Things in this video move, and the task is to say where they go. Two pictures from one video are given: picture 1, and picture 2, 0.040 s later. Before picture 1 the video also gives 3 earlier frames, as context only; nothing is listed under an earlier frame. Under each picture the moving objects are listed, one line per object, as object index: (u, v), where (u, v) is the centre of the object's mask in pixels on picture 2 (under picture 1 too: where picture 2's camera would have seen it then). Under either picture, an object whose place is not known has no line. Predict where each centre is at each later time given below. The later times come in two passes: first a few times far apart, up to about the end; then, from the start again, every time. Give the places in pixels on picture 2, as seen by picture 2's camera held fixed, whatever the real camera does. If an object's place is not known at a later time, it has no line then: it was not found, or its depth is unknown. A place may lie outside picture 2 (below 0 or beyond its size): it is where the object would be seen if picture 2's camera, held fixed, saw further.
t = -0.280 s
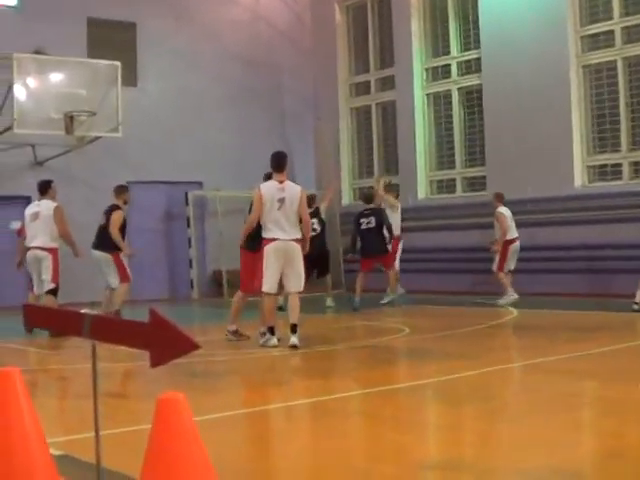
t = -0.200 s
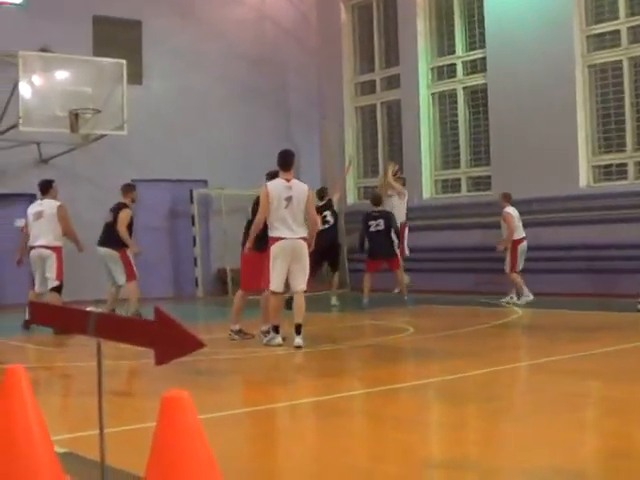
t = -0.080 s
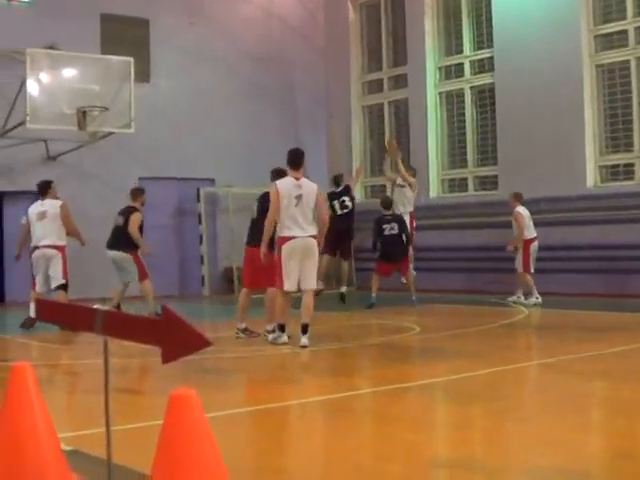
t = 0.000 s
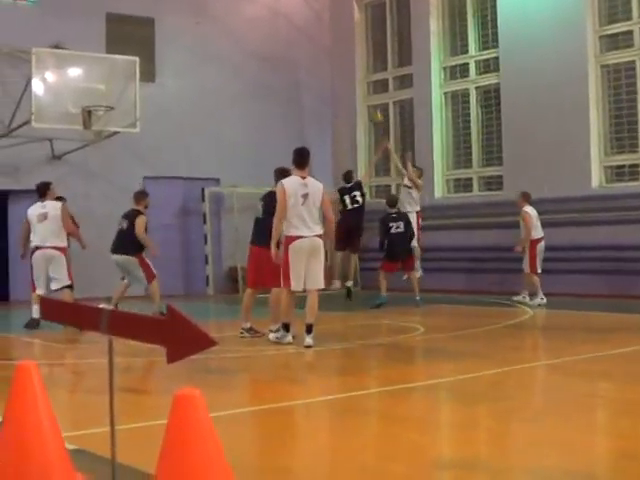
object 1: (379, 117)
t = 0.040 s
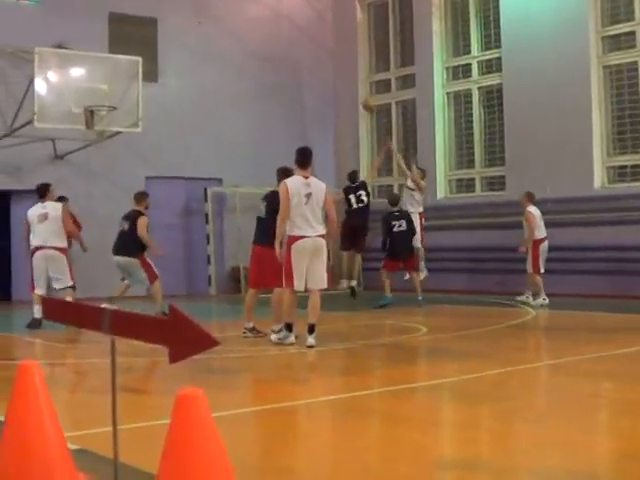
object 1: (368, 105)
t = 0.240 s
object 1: (319, 50)
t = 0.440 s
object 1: (271, 18)
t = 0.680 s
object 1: (211, 9)
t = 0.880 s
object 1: (159, 29)
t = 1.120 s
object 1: (92, 87)
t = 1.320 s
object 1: (55, 71)
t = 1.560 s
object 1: (12, 66)
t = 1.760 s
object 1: (-26, 95)
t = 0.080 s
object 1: (358, 92)
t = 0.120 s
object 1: (350, 81)
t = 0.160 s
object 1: (339, 70)
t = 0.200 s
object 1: (329, 59)
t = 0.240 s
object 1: (319, 50)
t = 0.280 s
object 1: (310, 42)
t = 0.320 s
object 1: (300, 35)
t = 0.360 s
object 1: (291, 28)
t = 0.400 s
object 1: (281, 22)
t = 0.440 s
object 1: (271, 18)
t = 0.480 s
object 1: (261, 14)
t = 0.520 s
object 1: (251, 11)
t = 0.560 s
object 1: (241, 9)
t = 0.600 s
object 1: (231, 8)
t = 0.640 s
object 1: (221, 8)
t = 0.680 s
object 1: (211, 9)
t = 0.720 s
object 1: (201, 10)
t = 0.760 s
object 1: (190, 14)
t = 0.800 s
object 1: (179, 18)
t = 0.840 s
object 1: (168, 23)
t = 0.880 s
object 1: (159, 29)
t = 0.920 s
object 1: (144, 35)
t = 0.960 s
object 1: (139, 41)
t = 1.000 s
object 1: (126, 53)
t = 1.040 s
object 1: (115, 63)
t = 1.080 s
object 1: (104, 75)
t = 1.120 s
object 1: (92, 87)
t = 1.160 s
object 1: (83, 94)
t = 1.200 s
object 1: (76, 88)
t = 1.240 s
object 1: (69, 81)
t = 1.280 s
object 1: (62, 75)
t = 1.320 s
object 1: (55, 71)
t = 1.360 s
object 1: (47, 67)
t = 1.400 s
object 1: (40, 65)
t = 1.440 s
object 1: (33, 64)
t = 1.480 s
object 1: (27, 62)
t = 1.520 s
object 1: (19, 64)
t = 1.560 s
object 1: (12, 66)
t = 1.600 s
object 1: (5, 69)
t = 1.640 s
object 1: (-3, 75)
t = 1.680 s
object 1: (-11, 79)
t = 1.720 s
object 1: (-19, 87)
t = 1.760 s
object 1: (-26, 95)
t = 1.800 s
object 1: (-33, 104)
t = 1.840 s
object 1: (-41, 113)
